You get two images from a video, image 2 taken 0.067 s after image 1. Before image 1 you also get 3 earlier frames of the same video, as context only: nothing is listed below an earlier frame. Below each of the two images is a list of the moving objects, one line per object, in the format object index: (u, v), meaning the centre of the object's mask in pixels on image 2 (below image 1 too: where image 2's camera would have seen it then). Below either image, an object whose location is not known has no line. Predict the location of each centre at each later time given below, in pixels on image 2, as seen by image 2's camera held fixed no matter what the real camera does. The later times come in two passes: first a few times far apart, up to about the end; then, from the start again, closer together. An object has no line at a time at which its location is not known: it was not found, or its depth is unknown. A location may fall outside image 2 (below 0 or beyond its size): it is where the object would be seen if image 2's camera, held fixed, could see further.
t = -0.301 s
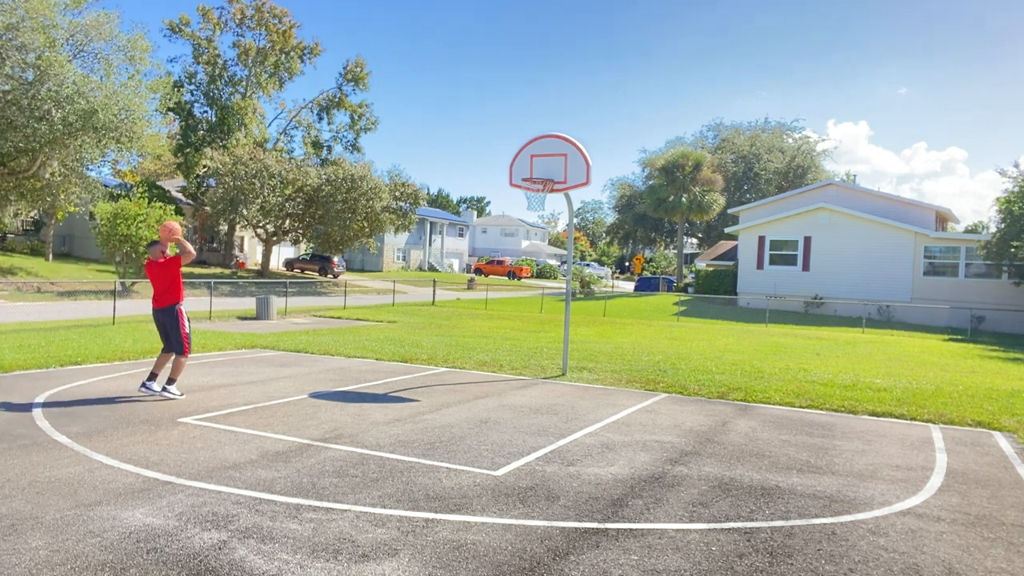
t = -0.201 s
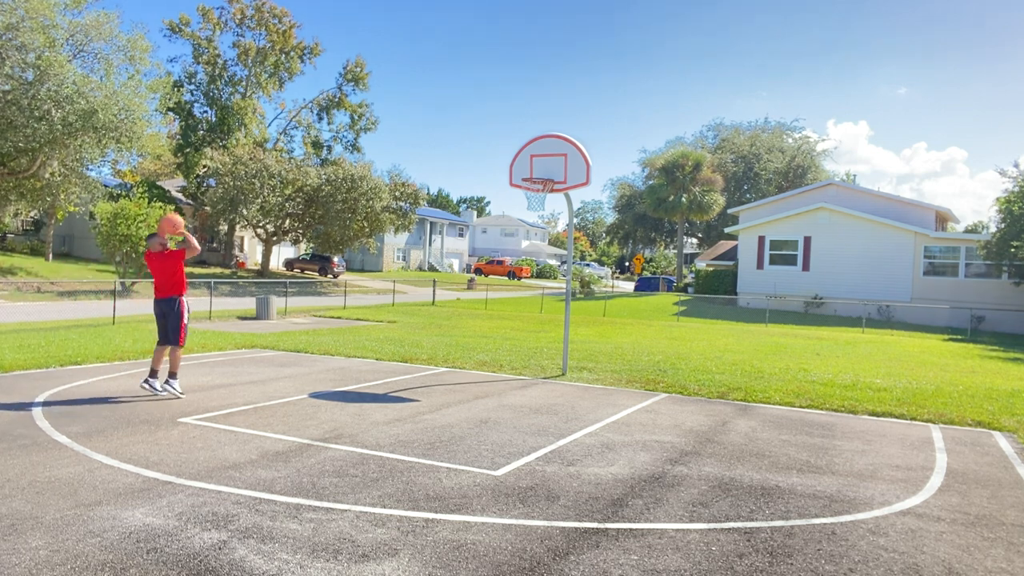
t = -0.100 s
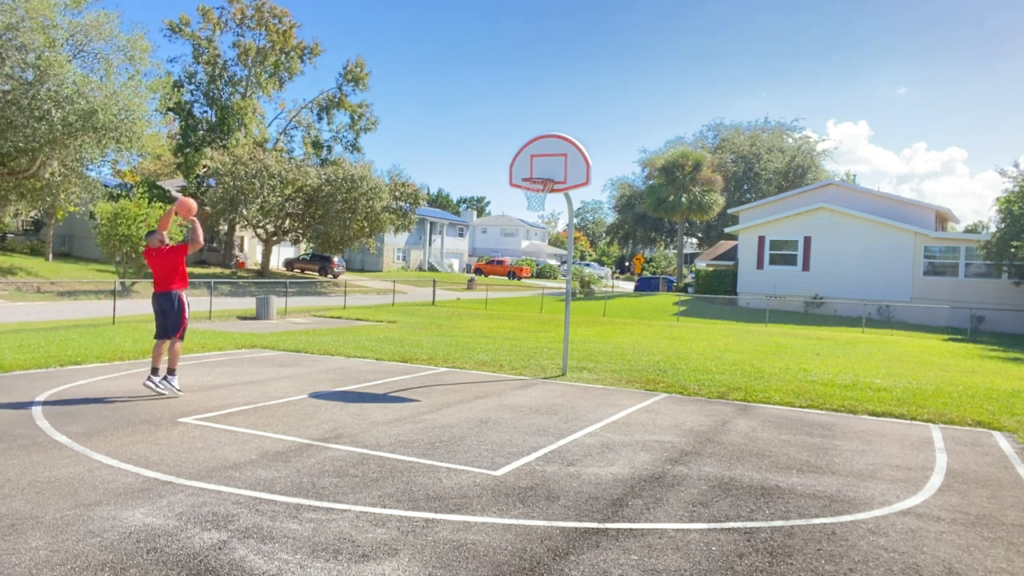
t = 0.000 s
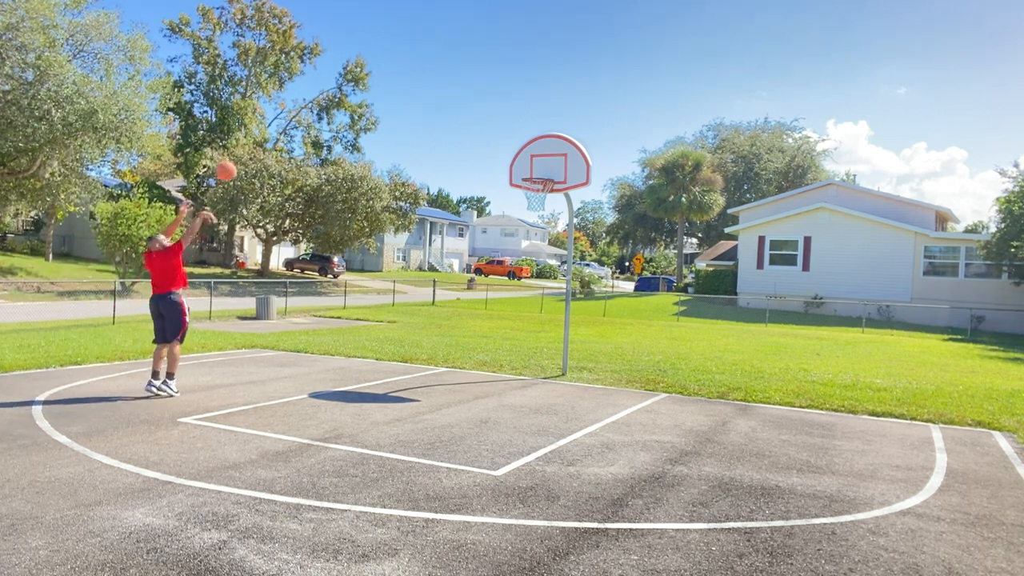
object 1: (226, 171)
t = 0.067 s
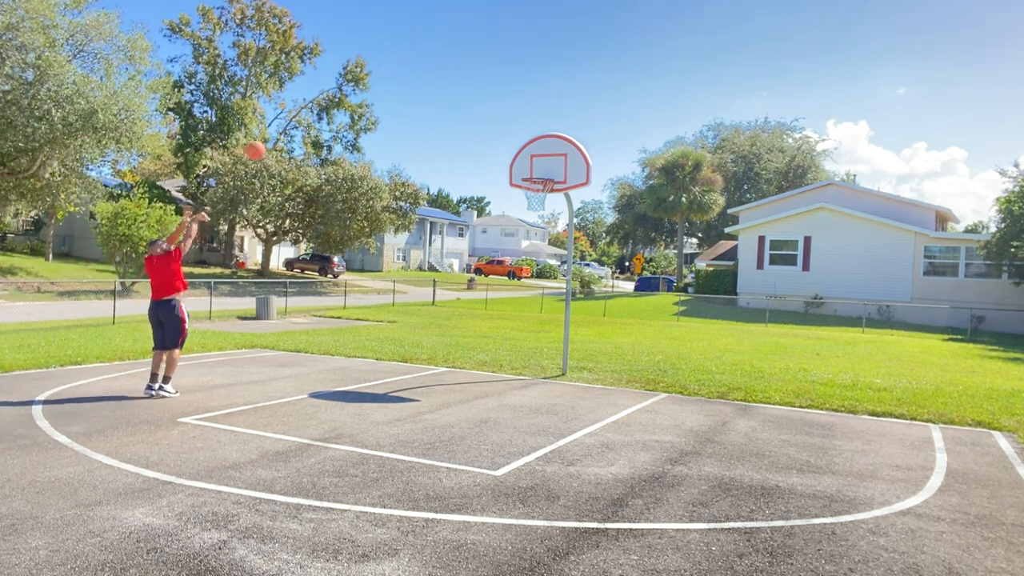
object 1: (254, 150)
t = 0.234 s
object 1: (323, 116)
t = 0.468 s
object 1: (408, 106)
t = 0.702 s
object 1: (484, 133)
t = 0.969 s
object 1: (549, 194)
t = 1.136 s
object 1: (546, 231)
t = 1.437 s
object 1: (543, 330)
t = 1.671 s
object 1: (533, 333)
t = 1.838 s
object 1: (521, 292)
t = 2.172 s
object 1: (496, 266)
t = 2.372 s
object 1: (475, 287)
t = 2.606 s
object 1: (455, 342)
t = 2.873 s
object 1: (437, 326)
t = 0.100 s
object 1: (270, 141)
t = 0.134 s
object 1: (283, 133)
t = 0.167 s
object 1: (296, 126)
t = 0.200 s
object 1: (310, 121)
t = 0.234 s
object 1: (323, 116)
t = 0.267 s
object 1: (335, 112)
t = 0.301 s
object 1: (348, 109)
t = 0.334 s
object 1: (361, 106)
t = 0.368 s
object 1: (373, 105)
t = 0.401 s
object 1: (385, 104)
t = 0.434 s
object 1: (397, 105)
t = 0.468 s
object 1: (408, 106)
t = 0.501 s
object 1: (420, 107)
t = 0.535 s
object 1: (431, 110)
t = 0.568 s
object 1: (442, 113)
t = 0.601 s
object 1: (452, 117)
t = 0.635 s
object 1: (463, 122)
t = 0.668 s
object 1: (474, 127)
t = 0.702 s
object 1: (484, 133)
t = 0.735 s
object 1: (494, 139)
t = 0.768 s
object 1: (504, 147)
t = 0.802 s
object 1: (514, 155)
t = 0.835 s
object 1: (523, 164)
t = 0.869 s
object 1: (532, 172)
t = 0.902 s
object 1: (541, 184)
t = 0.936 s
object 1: (548, 190)
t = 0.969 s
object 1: (549, 194)
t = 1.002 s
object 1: (548, 203)
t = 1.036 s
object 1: (548, 209)
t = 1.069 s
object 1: (548, 215)
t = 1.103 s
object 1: (547, 222)
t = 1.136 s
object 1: (546, 231)
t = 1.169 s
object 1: (546, 239)
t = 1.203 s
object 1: (546, 248)
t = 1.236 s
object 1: (546, 258)
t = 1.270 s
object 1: (545, 270)
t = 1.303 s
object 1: (544, 280)
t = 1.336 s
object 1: (544, 292)
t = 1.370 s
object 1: (544, 303)
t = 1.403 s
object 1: (544, 316)
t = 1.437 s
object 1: (543, 330)
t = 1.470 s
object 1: (542, 345)
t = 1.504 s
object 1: (542, 359)
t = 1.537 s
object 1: (542, 375)
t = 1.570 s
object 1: (540, 366)
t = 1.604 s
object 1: (537, 355)
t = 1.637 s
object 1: (535, 343)
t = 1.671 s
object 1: (533, 333)
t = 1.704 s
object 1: (531, 323)
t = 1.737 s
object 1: (529, 314)
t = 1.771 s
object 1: (526, 306)
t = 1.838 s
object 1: (521, 292)
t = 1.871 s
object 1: (519, 287)
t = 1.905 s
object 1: (517, 281)
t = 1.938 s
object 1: (514, 276)
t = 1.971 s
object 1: (512, 273)
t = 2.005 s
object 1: (510, 272)
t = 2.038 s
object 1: (507, 269)
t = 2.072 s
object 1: (502, 268)
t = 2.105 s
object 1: (499, 267)
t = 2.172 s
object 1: (496, 266)
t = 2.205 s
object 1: (492, 267)
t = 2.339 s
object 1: (479, 282)
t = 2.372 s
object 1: (475, 287)
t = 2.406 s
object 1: (473, 293)
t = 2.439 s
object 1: (469, 300)
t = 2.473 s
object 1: (466, 307)
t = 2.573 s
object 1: (458, 332)
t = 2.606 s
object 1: (455, 342)
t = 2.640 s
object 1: (452, 352)
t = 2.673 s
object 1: (449, 364)
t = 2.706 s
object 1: (447, 364)
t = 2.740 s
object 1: (445, 355)
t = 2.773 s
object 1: (443, 347)
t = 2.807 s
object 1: (441, 339)
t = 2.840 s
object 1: (439, 332)
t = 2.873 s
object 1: (437, 326)
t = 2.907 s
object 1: (435, 321)
